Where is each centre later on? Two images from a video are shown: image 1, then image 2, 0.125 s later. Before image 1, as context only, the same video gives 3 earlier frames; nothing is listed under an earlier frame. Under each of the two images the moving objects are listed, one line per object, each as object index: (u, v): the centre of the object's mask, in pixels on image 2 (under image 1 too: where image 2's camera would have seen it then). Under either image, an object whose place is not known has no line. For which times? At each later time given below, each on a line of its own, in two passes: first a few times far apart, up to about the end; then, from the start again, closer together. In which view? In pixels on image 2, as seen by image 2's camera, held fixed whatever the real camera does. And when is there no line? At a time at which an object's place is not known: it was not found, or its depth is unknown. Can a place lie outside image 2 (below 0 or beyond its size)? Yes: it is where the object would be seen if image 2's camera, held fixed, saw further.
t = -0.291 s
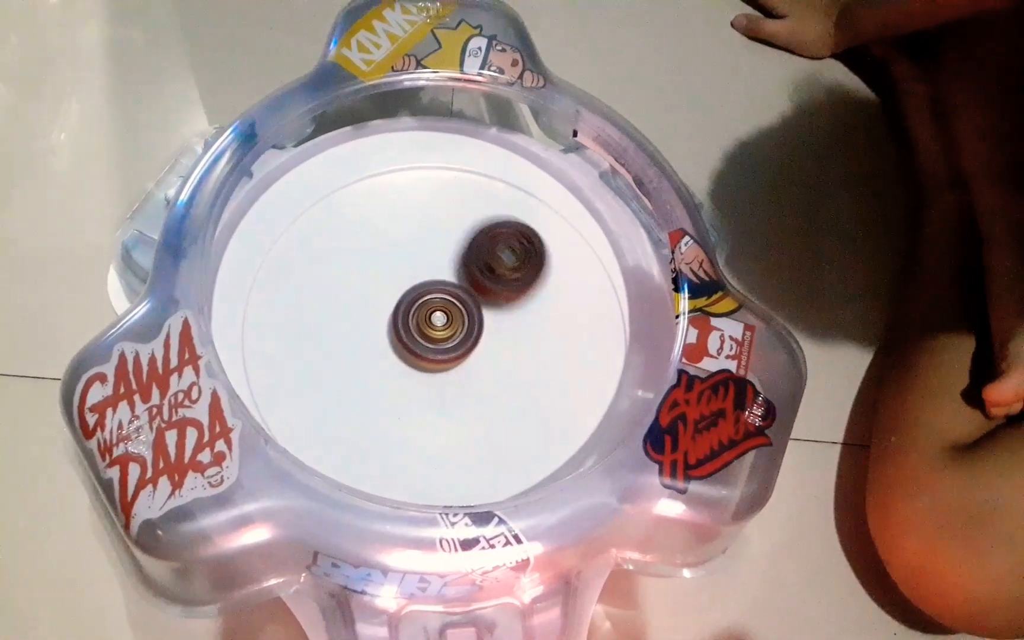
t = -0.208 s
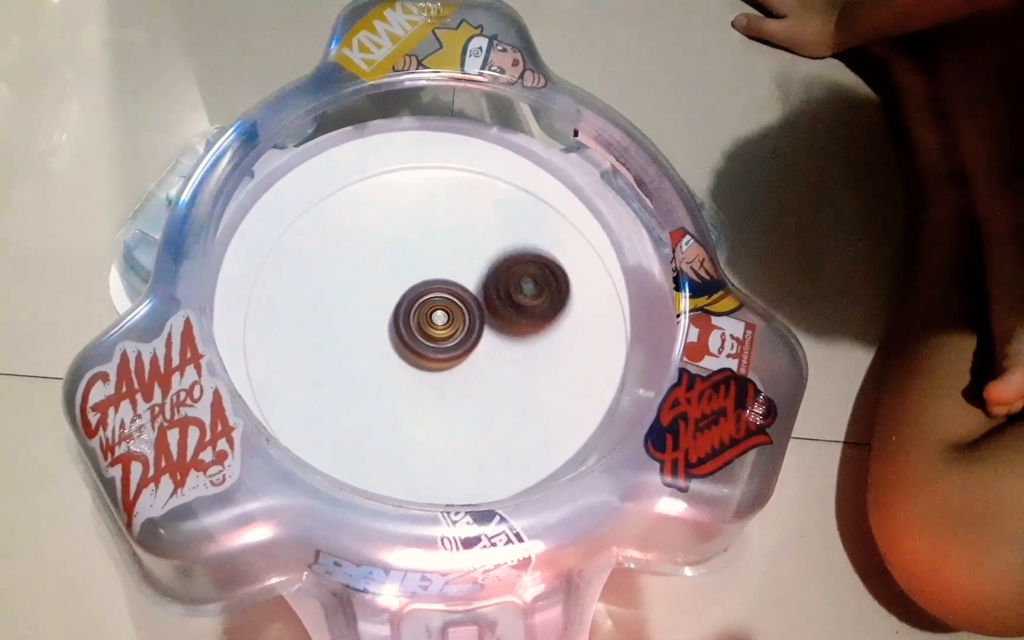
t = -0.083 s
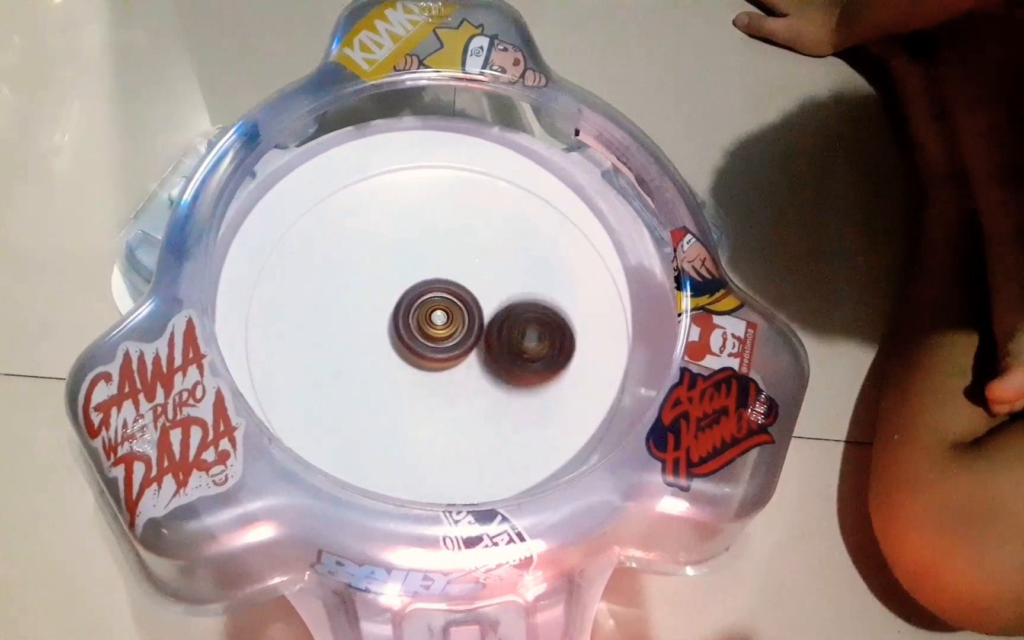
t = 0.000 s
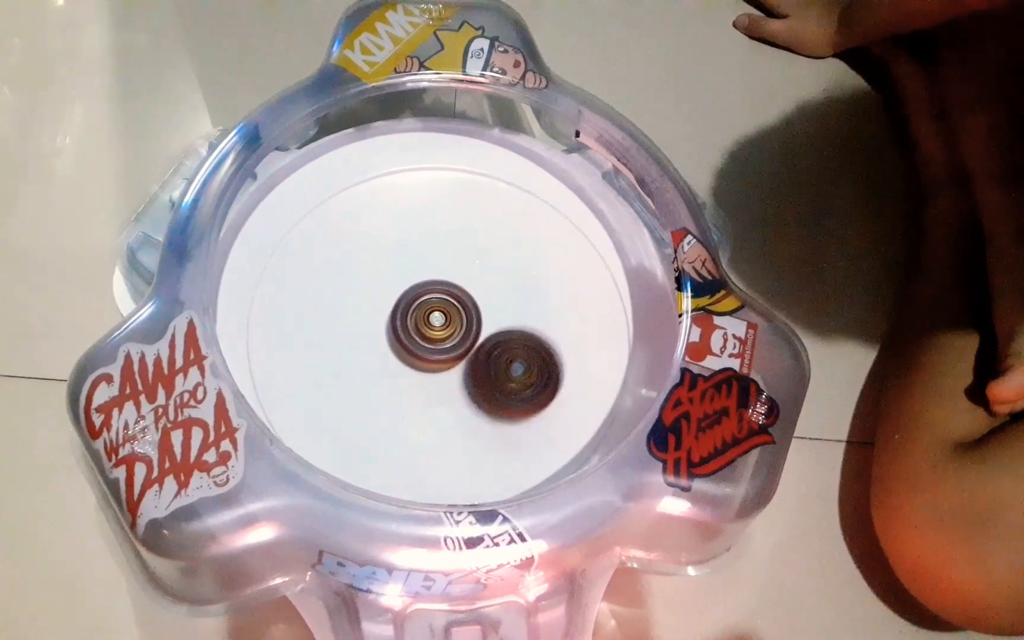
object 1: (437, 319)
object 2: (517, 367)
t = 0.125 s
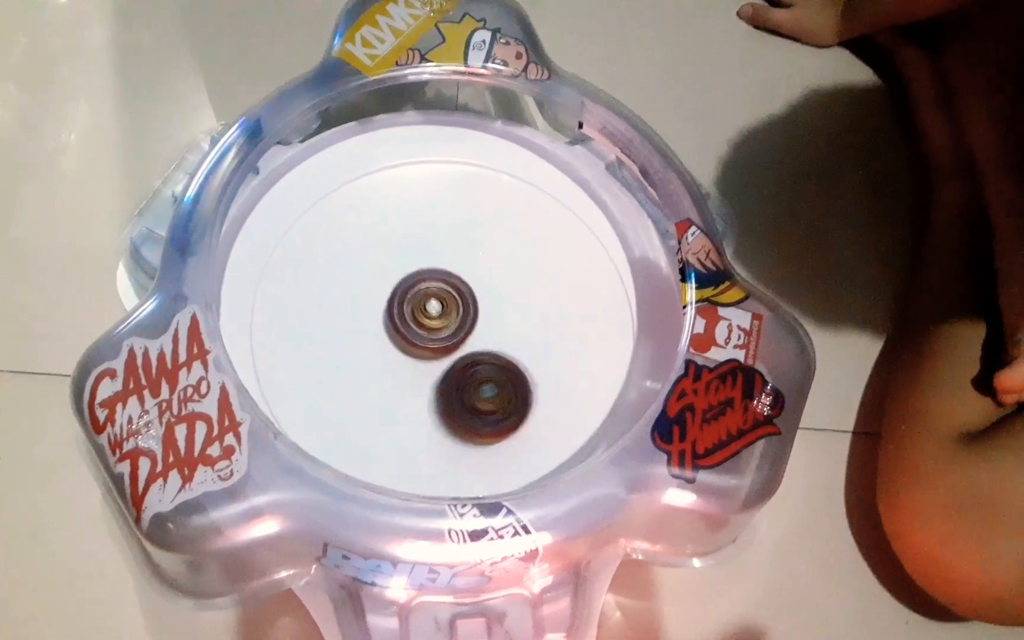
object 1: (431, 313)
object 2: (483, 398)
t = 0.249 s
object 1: (428, 310)
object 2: (444, 402)
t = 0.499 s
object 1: (440, 283)
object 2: (406, 378)
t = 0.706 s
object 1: (454, 275)
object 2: (421, 358)
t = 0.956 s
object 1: (461, 274)
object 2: (437, 369)
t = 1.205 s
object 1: (449, 243)
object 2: (436, 426)
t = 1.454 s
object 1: (432, 291)
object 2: (443, 378)
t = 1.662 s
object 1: (418, 291)
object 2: (471, 372)
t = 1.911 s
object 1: (414, 313)
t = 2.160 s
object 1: (401, 332)
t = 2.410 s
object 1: (441, 338)
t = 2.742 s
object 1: (455, 349)
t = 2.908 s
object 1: (456, 335)
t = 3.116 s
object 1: (459, 320)
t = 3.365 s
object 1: (467, 305)
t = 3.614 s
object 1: (482, 296)
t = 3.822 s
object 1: (467, 302)
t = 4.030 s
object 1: (446, 318)
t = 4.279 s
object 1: (417, 311)
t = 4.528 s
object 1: (406, 314)
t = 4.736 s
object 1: (427, 325)
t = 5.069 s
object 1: (463, 355)
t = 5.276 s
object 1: (477, 340)
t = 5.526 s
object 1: (480, 303)
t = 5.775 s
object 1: (472, 276)
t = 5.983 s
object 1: (442, 288)
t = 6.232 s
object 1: (408, 318)
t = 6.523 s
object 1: (427, 352)
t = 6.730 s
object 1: (461, 354)
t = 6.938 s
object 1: (500, 370)
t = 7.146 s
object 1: (488, 340)
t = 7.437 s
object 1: (480, 292)
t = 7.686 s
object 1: (463, 275)
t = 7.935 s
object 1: (436, 294)
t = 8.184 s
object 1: (412, 298)
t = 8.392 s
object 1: (411, 304)
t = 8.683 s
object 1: (379, 332)
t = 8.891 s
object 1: (404, 339)
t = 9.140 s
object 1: (412, 342)
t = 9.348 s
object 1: (415, 339)
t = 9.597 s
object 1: (419, 335)
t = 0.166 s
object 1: (429, 311)
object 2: (470, 403)
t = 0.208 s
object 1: (428, 310)
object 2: (456, 404)
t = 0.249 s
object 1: (428, 310)
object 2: (444, 402)
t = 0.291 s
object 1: (429, 308)
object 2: (432, 397)
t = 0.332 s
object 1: (430, 304)
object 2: (423, 394)
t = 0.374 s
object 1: (432, 300)
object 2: (416, 390)
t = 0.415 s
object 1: (434, 297)
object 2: (411, 383)
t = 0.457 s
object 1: (436, 293)
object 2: (408, 377)
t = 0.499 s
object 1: (440, 283)
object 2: (406, 378)
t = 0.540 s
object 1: (444, 276)
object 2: (406, 376)
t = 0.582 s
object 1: (447, 272)
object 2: (409, 373)
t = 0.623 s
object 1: (449, 271)
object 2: (412, 368)
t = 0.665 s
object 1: (451, 273)
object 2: (416, 362)
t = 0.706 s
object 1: (454, 275)
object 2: (421, 358)
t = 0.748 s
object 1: (458, 268)
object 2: (423, 365)
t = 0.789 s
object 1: (460, 263)
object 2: (426, 370)
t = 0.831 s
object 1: (462, 262)
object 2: (429, 373)
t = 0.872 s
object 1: (463, 264)
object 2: (432, 373)
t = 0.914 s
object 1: (462, 268)
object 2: (434, 372)
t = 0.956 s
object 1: (461, 274)
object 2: (437, 369)
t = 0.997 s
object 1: (459, 280)
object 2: (439, 368)
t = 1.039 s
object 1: (459, 267)
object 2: (439, 386)
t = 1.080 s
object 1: (457, 254)
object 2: (438, 404)
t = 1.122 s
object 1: (455, 246)
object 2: (437, 416)
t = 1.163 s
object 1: (452, 243)
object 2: (436, 424)
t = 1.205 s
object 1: (449, 243)
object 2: (436, 426)
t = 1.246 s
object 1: (446, 248)
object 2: (435, 423)
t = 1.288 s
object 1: (442, 255)
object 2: (435, 418)
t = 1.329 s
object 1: (439, 264)
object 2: (435, 409)
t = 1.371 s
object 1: (437, 273)
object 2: (436, 398)
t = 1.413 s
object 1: (435, 283)
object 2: (438, 386)
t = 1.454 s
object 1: (432, 291)
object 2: (443, 378)
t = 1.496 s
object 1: (428, 288)
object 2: (449, 381)
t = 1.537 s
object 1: (423, 287)
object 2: (455, 382)
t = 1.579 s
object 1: (420, 287)
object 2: (460, 381)
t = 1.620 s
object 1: (418, 288)
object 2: (466, 377)
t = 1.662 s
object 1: (418, 291)
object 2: (471, 372)
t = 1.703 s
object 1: (418, 296)
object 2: (476, 365)
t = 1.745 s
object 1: (414, 298)
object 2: (486, 362)
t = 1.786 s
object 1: (412, 301)
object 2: (495, 358)
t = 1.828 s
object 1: (411, 304)
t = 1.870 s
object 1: (412, 308)
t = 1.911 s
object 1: (414, 313)
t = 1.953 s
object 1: (418, 317)
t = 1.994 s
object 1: (410, 321)
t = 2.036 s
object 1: (402, 324)
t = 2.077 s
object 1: (399, 327)
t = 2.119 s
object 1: (399, 329)
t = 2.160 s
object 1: (401, 332)
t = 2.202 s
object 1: (406, 334)
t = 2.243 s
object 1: (412, 335)
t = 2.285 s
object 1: (419, 337)
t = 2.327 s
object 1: (427, 337)
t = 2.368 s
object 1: (434, 338)
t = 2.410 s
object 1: (441, 338)
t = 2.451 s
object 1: (444, 344)
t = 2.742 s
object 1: (455, 349)
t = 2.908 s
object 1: (456, 335)
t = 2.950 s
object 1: (458, 333)
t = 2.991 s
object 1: (460, 330)
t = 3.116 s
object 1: (459, 320)
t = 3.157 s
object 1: (458, 318)
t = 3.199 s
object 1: (457, 315)
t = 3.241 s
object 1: (455, 313)
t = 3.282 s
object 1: (454, 311)
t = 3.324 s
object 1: (460, 308)
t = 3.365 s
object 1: (467, 305)
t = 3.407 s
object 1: (471, 304)
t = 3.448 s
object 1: (472, 303)
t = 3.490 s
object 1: (474, 302)
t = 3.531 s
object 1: (478, 299)
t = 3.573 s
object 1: (481, 297)
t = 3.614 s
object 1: (482, 296)
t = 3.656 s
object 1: (480, 297)
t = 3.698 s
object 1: (478, 297)
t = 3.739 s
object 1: (475, 298)
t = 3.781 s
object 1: (471, 299)
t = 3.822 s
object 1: (467, 302)
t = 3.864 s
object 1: (462, 306)
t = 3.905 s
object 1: (458, 309)
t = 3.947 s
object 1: (454, 312)
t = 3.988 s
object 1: (450, 315)
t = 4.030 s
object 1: (446, 318)
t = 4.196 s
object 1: (420, 313)
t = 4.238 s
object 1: (418, 312)
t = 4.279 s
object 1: (417, 311)
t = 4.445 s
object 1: (403, 312)
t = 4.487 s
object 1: (404, 313)
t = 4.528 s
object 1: (406, 314)
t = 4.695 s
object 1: (422, 321)
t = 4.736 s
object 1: (427, 325)
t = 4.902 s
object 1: (444, 351)
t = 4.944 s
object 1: (449, 354)
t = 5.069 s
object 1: (463, 355)
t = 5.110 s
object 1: (468, 354)
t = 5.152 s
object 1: (471, 352)
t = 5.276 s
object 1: (477, 340)
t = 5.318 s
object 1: (478, 335)
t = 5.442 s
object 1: (477, 318)
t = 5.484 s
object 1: (476, 312)
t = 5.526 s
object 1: (480, 303)
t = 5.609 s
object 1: (484, 287)
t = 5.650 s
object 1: (484, 282)
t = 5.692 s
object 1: (481, 278)
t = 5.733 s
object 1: (477, 276)
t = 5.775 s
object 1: (472, 276)
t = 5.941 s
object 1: (449, 284)
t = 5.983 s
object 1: (442, 288)
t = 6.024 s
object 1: (436, 293)
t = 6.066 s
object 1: (429, 297)
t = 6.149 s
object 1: (418, 309)
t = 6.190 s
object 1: (412, 313)
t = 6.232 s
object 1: (408, 318)
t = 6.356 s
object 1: (407, 335)
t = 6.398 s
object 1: (411, 339)
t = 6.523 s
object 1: (427, 352)
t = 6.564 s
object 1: (434, 355)
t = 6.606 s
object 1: (441, 356)
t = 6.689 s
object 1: (455, 356)
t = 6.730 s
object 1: (461, 354)
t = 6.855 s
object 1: (486, 363)
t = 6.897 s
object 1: (495, 368)
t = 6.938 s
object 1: (500, 370)
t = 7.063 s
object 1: (500, 357)
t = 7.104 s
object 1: (495, 349)
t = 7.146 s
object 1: (488, 340)
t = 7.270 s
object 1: (467, 314)
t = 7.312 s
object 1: (472, 305)
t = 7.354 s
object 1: (477, 299)
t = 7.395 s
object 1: (480, 294)
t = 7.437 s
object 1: (480, 292)
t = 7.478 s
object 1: (478, 291)
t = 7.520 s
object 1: (475, 292)
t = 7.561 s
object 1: (471, 293)
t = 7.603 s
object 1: (468, 287)
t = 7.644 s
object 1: (466, 279)
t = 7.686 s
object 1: (463, 275)
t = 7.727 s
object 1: (458, 276)
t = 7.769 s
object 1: (454, 279)
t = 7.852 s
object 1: (446, 290)
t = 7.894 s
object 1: (444, 297)
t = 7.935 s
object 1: (436, 294)
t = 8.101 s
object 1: (421, 296)
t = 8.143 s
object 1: (419, 299)
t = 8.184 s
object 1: (412, 298)
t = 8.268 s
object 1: (406, 300)
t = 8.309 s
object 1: (406, 301)
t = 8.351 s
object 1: (408, 303)
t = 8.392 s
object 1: (411, 304)
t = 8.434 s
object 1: (403, 307)
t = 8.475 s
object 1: (385, 314)
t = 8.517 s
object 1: (373, 321)
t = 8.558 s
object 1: (368, 326)
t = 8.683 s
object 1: (379, 332)
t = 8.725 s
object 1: (387, 332)
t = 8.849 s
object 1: (402, 337)
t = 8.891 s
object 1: (404, 339)
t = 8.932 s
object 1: (407, 339)
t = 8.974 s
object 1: (407, 341)
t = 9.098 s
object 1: (410, 342)
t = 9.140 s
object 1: (412, 342)
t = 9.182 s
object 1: (410, 343)
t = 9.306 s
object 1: (413, 341)
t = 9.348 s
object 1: (415, 339)
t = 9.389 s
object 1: (414, 338)
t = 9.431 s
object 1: (416, 338)
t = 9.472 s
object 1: (415, 337)
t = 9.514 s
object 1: (416, 338)
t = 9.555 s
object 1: (417, 336)
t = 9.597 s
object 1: (419, 335)
